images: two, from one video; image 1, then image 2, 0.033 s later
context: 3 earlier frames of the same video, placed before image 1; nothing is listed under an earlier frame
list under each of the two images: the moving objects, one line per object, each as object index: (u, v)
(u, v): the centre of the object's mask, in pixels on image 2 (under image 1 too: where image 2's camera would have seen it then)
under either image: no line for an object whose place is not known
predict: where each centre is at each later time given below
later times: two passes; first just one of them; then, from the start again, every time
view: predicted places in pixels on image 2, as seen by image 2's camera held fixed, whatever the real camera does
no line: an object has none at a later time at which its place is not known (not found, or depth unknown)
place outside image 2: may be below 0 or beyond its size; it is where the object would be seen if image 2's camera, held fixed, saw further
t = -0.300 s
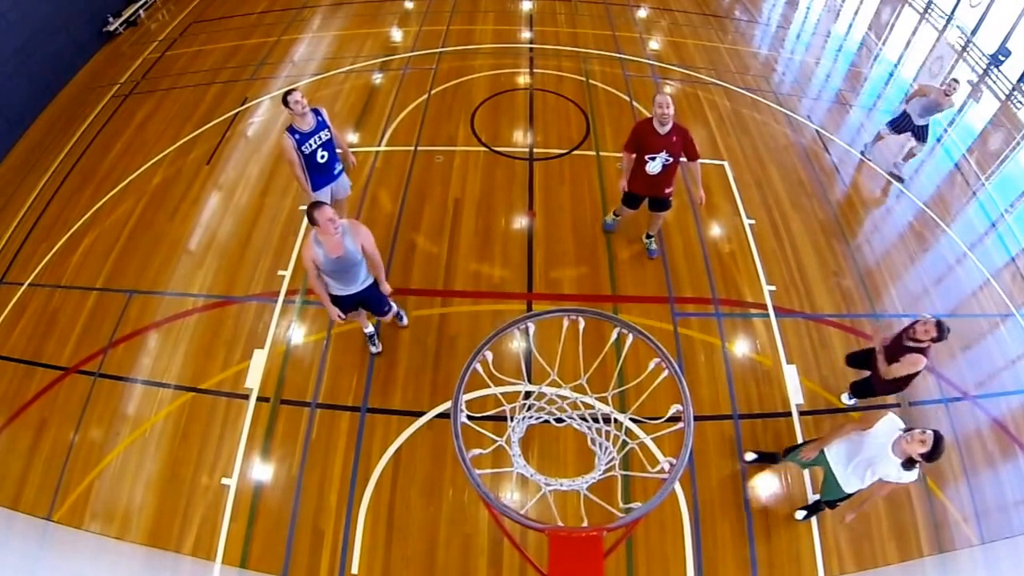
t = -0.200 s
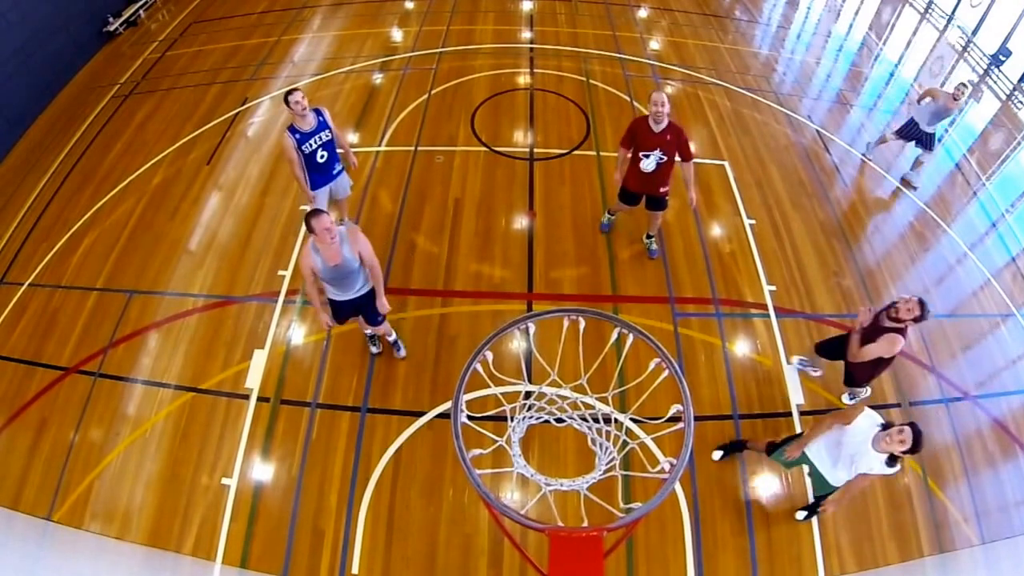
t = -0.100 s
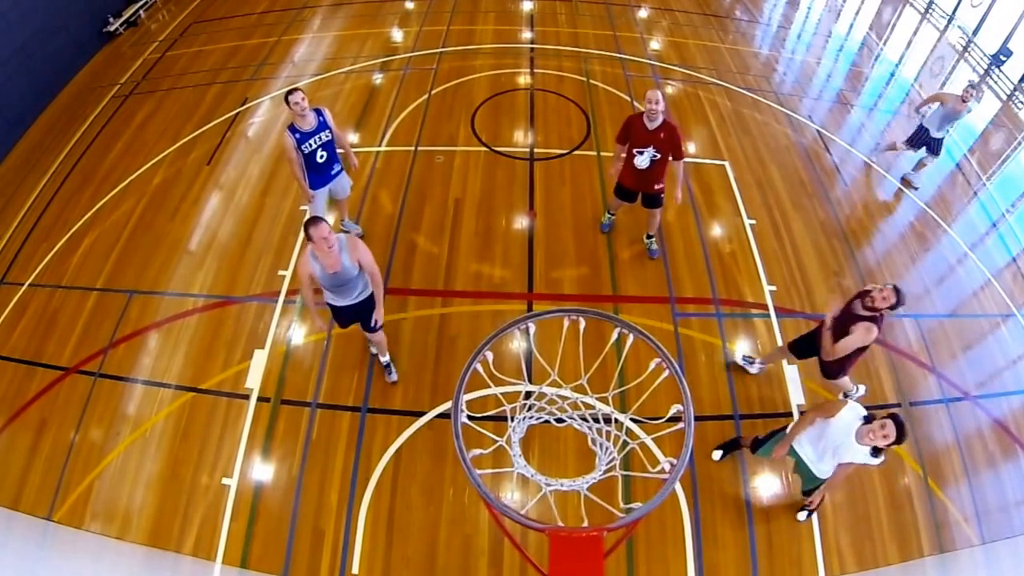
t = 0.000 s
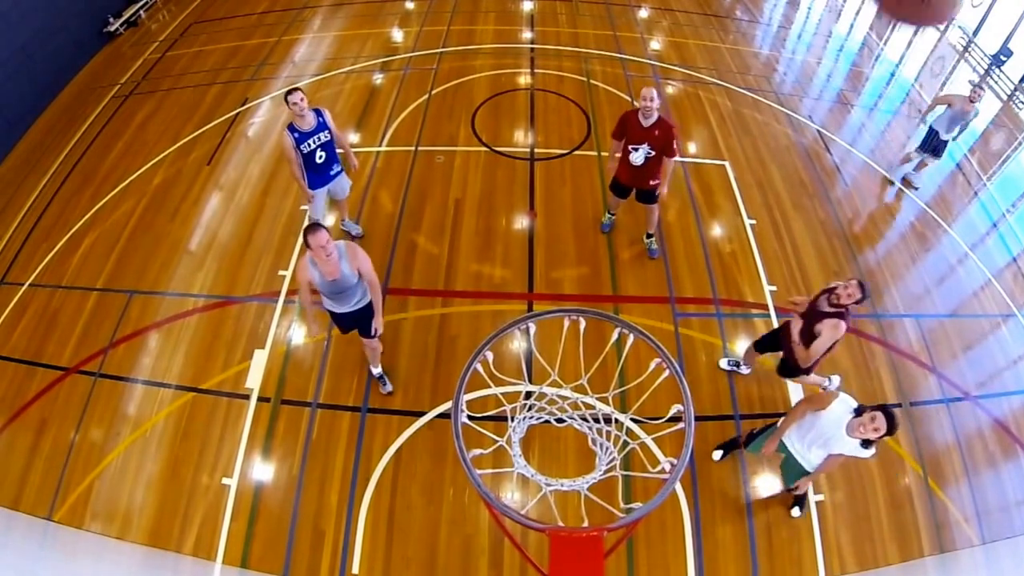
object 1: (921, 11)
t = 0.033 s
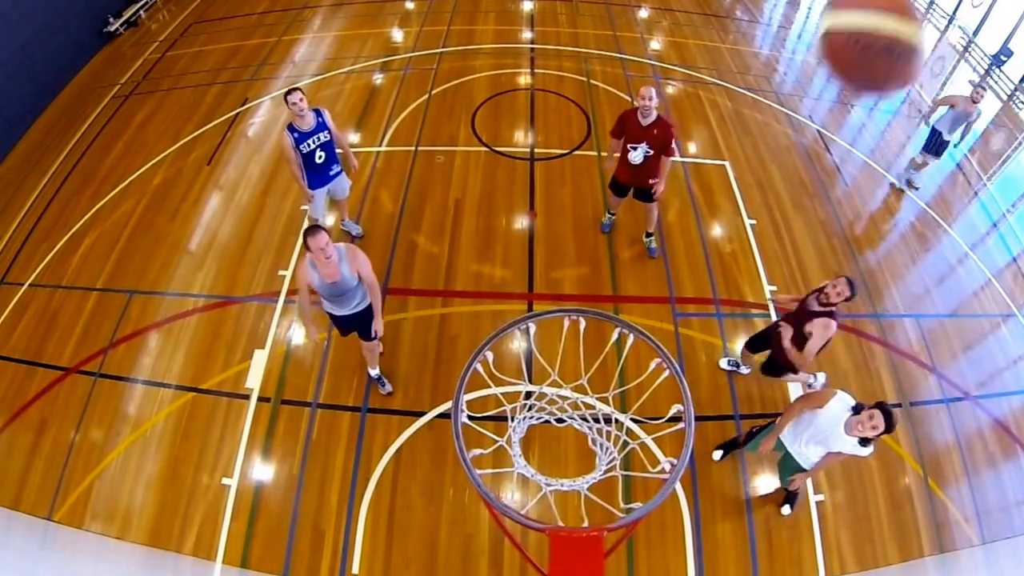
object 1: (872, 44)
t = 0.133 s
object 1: (666, 309)
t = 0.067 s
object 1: (812, 121)
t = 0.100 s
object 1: (746, 214)
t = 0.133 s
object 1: (666, 309)
